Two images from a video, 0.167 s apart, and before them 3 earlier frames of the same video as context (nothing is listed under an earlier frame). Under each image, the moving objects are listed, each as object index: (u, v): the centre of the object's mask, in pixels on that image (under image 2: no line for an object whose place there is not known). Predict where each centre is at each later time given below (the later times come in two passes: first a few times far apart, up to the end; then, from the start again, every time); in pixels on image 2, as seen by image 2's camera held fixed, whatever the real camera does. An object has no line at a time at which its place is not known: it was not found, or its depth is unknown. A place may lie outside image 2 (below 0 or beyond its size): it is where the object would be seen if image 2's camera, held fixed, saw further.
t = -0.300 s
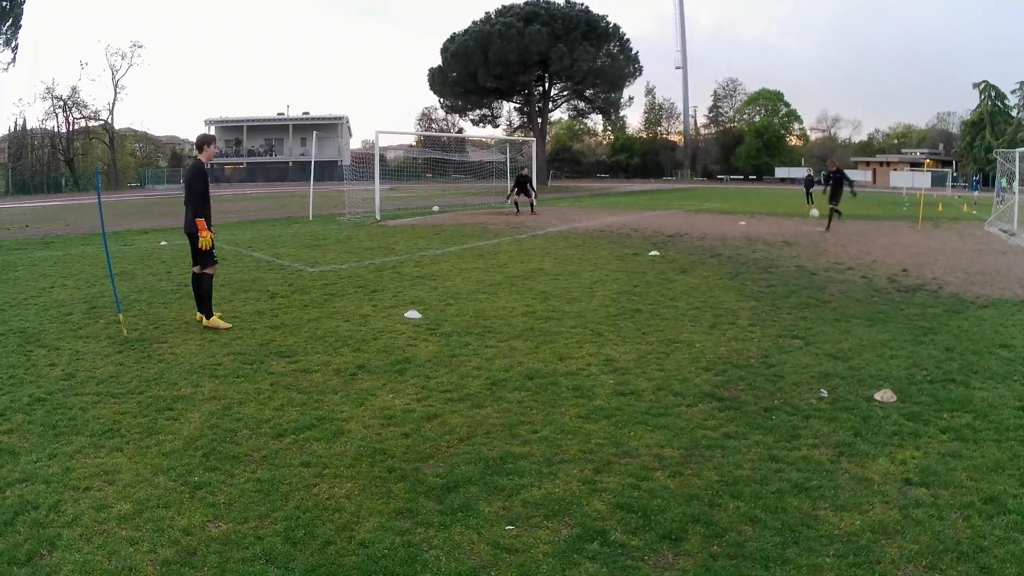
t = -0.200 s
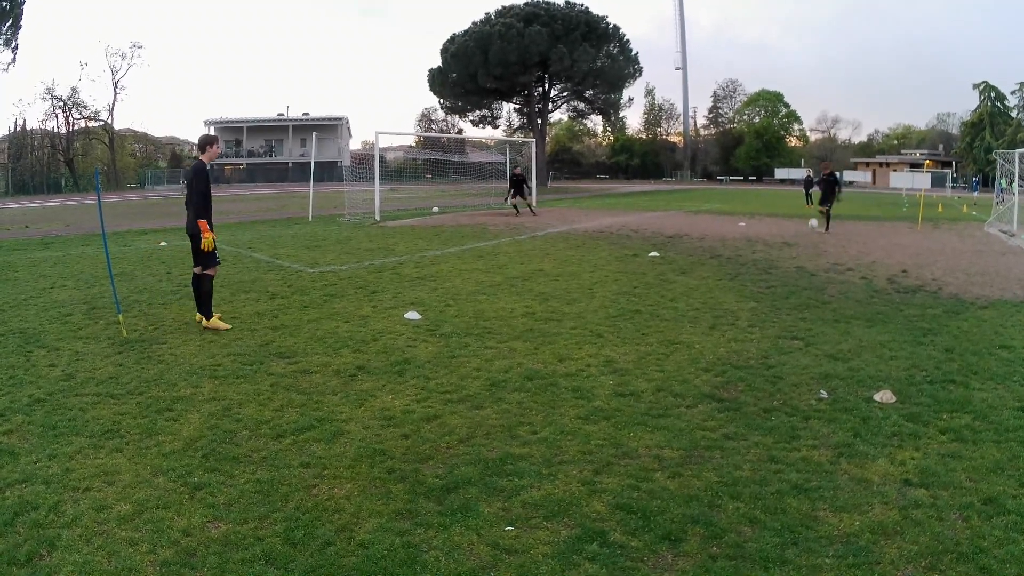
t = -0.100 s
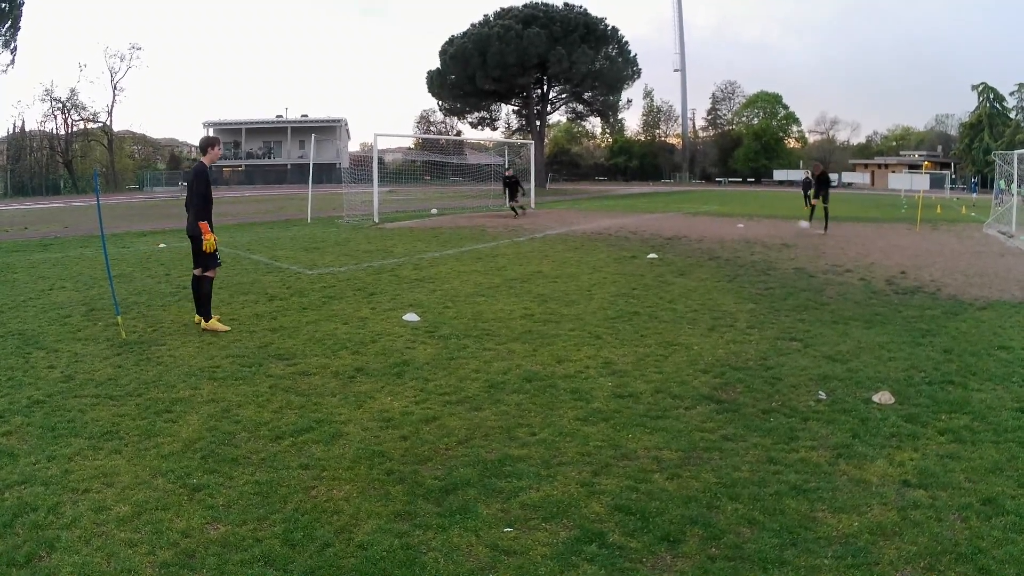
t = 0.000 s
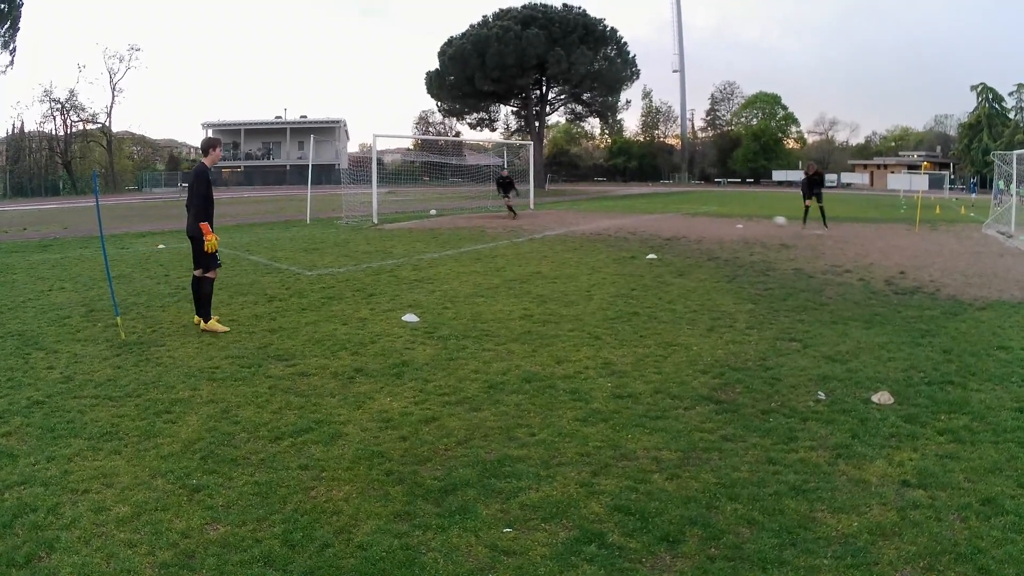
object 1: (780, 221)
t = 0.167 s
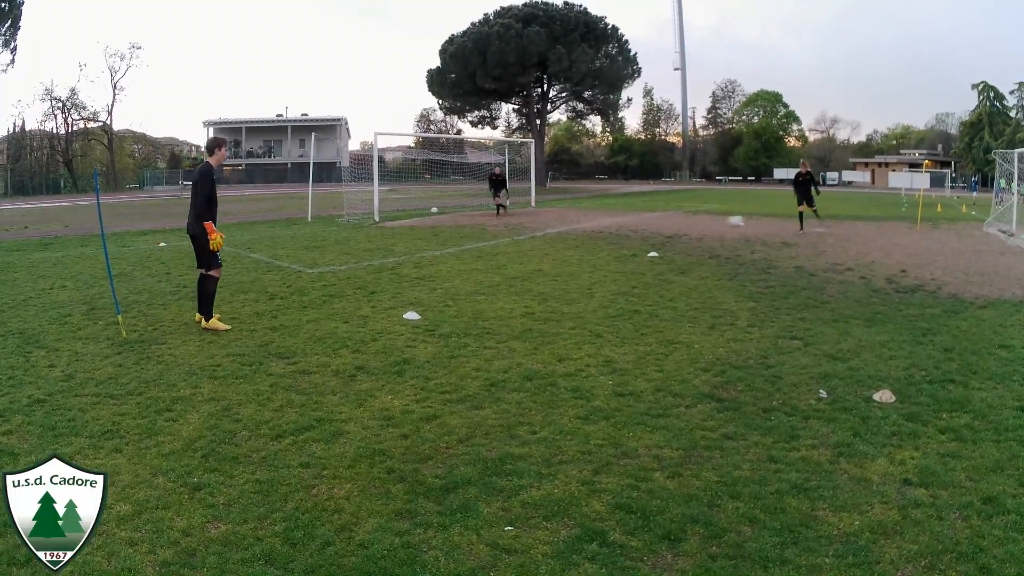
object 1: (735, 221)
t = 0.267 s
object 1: (702, 228)
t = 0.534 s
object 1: (594, 252)
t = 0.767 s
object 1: (497, 252)
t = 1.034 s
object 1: (380, 276)
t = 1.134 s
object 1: (345, 272)
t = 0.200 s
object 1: (725, 222)
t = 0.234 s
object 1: (714, 225)
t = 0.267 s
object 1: (702, 228)
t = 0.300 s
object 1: (689, 232)
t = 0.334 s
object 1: (676, 237)
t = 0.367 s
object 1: (662, 243)
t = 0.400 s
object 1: (647, 249)
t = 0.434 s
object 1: (633, 257)
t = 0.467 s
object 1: (619, 258)
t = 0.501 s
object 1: (607, 255)
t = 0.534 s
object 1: (594, 252)
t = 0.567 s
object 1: (582, 250)
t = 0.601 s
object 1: (568, 248)
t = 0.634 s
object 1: (555, 248)
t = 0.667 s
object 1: (541, 247)
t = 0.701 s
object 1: (527, 248)
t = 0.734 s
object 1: (512, 249)
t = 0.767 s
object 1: (497, 252)
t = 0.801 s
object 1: (482, 255)
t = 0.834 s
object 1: (466, 260)
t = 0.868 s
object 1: (451, 265)
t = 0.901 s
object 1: (434, 271)
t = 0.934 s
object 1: (418, 278)
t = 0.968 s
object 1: (403, 282)
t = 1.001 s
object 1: (391, 279)
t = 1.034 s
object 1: (380, 276)
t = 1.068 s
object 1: (368, 273)
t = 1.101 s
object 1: (357, 272)
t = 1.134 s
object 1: (345, 272)
